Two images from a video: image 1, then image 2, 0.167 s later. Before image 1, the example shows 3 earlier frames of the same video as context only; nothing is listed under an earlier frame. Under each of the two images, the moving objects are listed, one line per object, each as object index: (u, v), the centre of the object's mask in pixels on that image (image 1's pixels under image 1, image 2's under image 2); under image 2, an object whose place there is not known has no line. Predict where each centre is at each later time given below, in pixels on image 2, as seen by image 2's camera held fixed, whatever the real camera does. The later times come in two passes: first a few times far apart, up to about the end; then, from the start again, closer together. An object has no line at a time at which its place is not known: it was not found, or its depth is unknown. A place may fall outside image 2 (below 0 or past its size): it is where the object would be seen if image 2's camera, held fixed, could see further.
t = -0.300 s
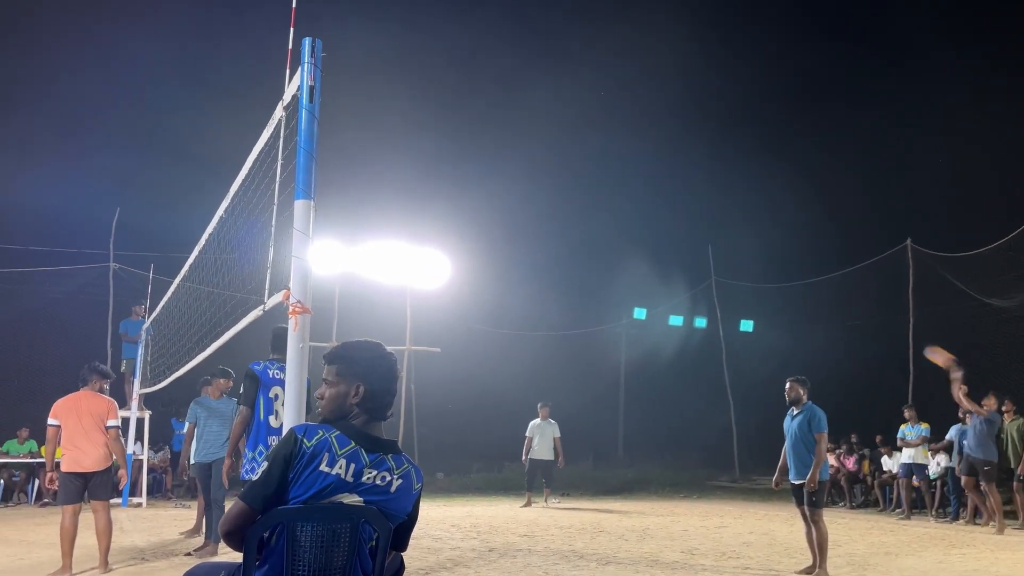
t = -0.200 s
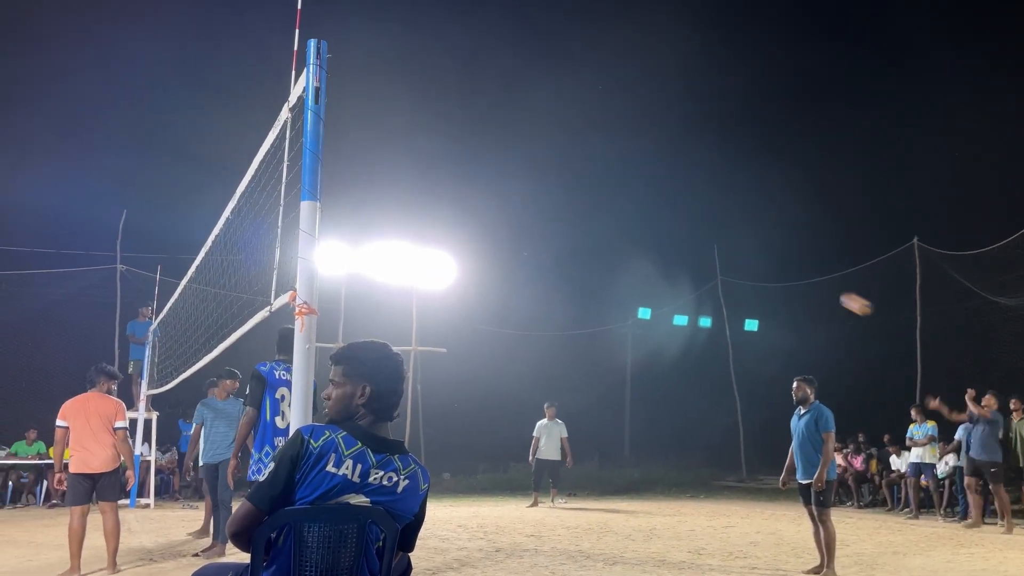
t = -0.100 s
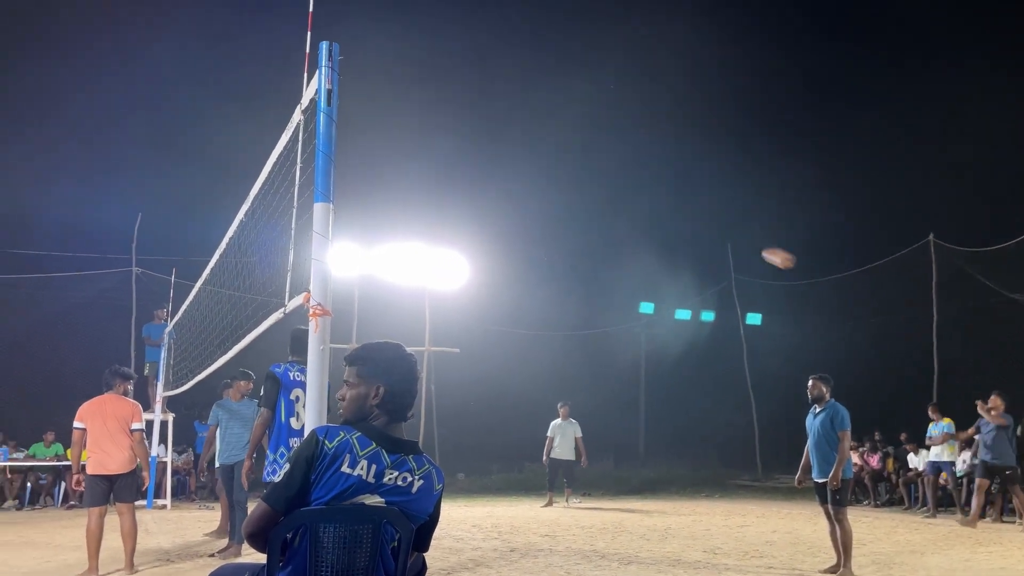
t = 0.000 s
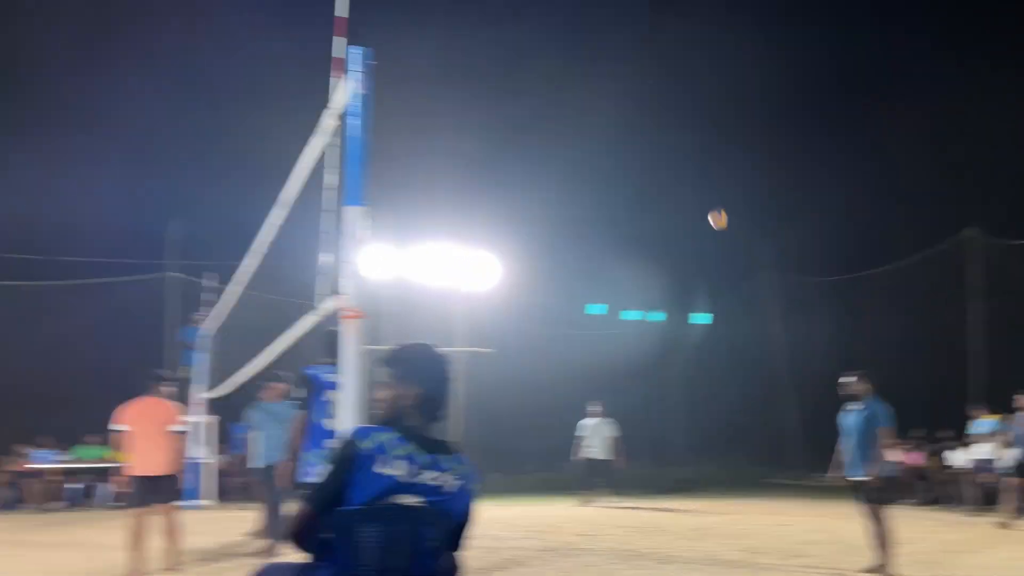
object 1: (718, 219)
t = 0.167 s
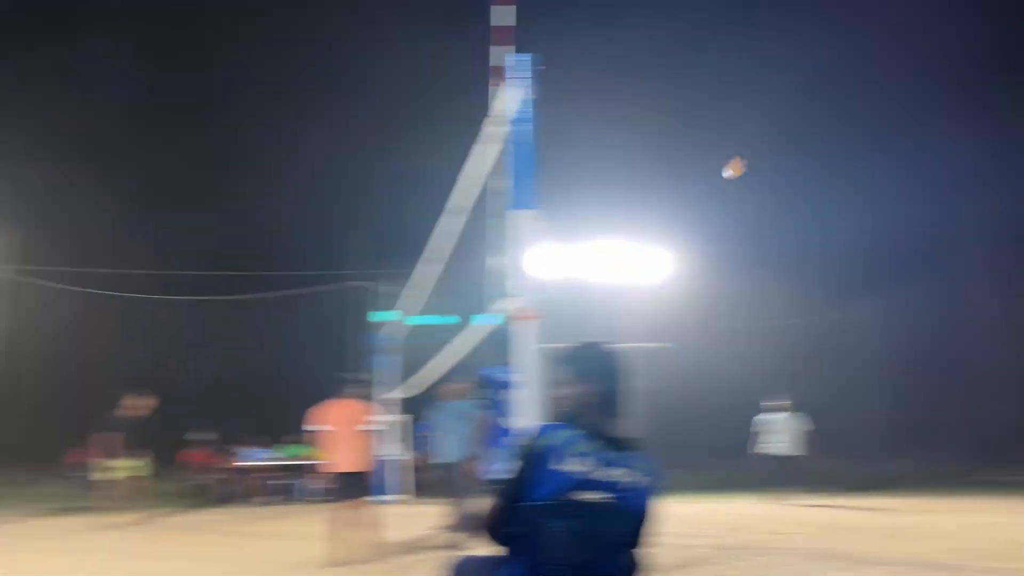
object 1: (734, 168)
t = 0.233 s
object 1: (672, 163)
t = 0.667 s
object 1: (334, 207)
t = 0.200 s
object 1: (703, 165)
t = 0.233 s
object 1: (672, 163)
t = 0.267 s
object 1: (641, 162)
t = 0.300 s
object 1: (616, 160)
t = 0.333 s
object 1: (589, 159)
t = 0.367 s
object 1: (561, 160)
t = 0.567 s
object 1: (406, 185)
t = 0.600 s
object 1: (381, 191)
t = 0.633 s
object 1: (357, 199)
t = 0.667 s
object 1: (334, 207)
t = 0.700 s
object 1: (312, 216)
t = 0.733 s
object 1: (289, 225)
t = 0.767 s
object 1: (266, 235)
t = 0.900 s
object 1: (182, 282)
